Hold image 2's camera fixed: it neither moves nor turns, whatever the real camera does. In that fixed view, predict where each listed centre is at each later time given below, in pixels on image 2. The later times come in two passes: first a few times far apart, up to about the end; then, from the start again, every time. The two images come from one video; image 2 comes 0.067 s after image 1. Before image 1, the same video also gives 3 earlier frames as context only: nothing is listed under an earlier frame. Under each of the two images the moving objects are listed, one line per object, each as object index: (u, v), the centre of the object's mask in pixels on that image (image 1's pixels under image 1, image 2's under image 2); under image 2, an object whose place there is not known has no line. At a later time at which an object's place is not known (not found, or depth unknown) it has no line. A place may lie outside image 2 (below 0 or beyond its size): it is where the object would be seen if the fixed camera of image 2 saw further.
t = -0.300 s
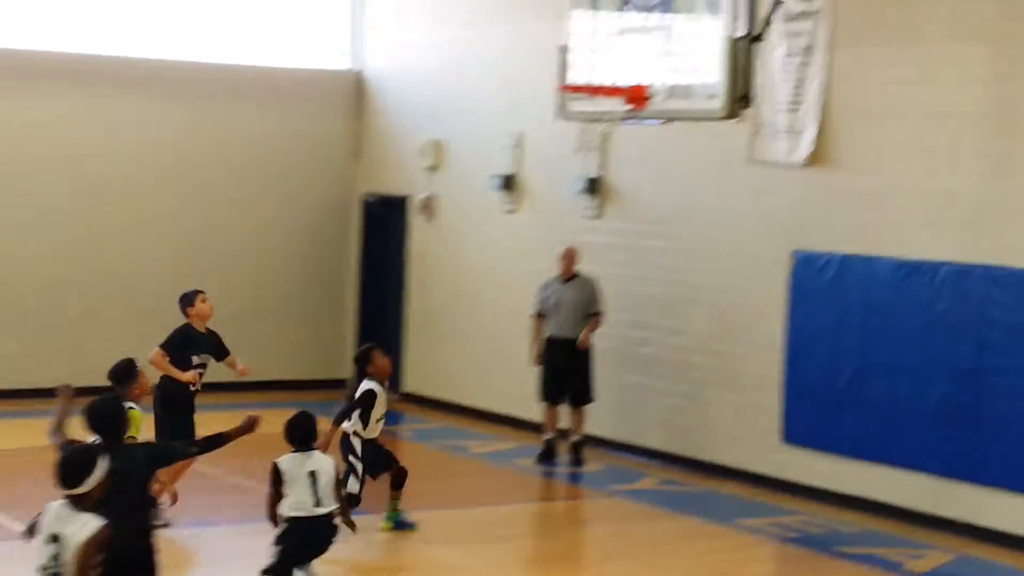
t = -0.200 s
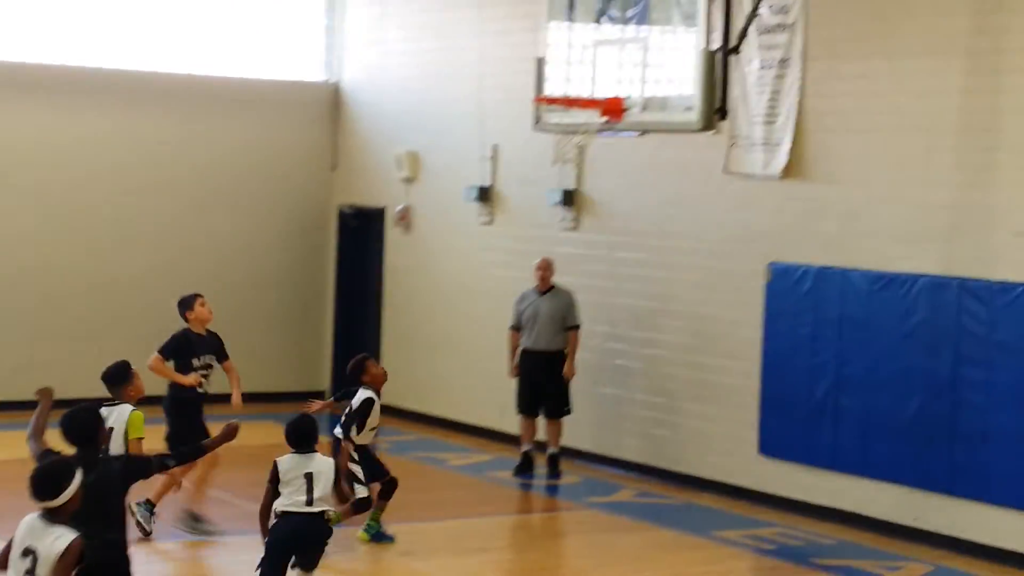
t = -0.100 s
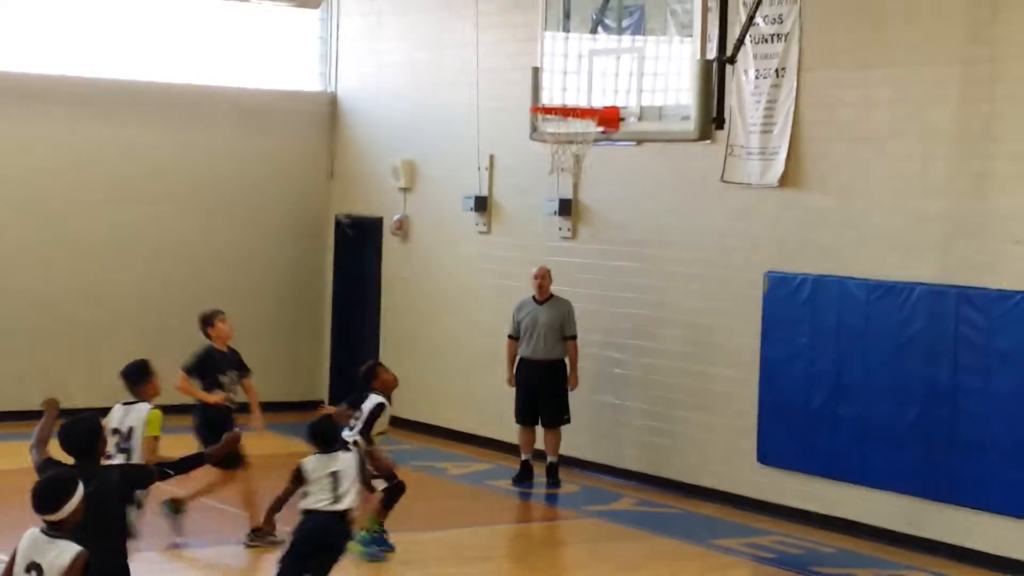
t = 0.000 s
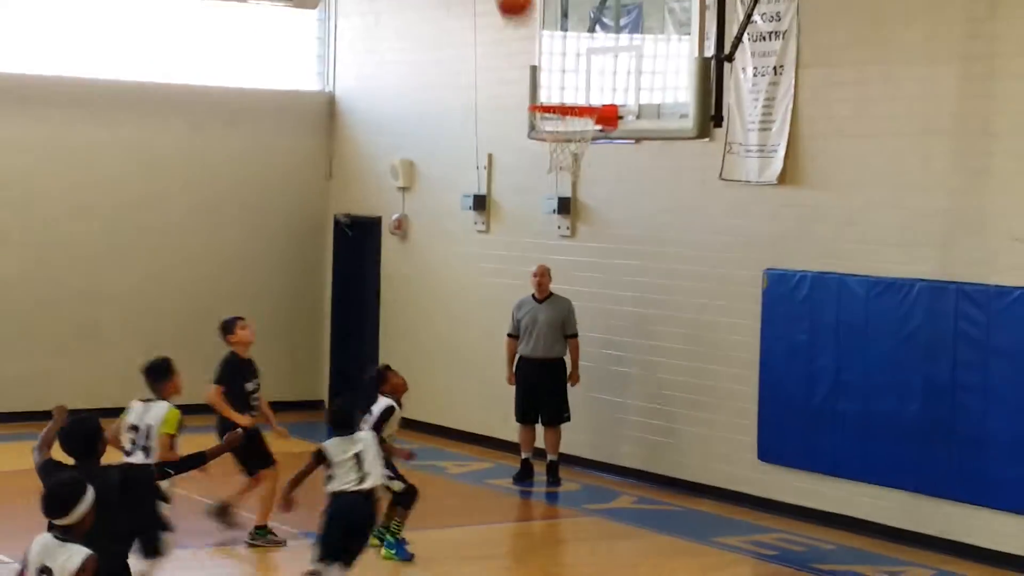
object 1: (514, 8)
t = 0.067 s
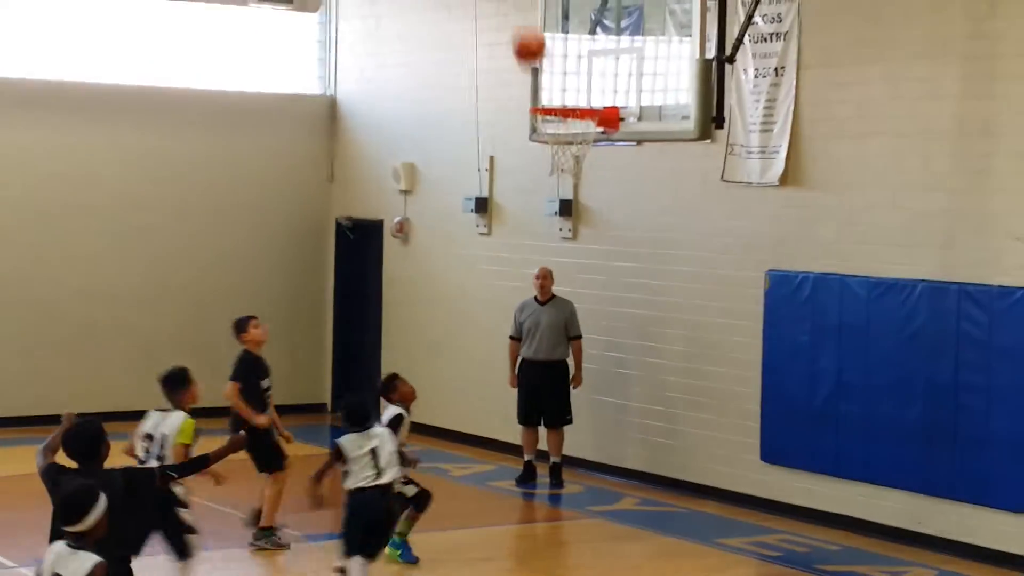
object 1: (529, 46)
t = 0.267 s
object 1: (572, 215)
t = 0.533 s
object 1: (613, 489)
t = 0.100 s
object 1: (535, 72)
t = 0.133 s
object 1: (542, 98)
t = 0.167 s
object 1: (549, 125)
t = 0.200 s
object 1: (558, 156)
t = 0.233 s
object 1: (564, 183)
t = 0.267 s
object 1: (572, 215)
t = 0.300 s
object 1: (576, 243)
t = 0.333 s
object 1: (582, 277)
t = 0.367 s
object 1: (589, 309)
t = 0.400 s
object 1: (594, 344)
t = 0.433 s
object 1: (599, 378)
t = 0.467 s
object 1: (604, 416)
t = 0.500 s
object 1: (609, 450)
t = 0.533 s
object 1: (613, 489)
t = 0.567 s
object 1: (619, 527)
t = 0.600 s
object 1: (625, 519)
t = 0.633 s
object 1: (631, 487)
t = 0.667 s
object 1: (636, 459)
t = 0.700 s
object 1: (642, 430)
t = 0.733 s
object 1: (648, 405)
